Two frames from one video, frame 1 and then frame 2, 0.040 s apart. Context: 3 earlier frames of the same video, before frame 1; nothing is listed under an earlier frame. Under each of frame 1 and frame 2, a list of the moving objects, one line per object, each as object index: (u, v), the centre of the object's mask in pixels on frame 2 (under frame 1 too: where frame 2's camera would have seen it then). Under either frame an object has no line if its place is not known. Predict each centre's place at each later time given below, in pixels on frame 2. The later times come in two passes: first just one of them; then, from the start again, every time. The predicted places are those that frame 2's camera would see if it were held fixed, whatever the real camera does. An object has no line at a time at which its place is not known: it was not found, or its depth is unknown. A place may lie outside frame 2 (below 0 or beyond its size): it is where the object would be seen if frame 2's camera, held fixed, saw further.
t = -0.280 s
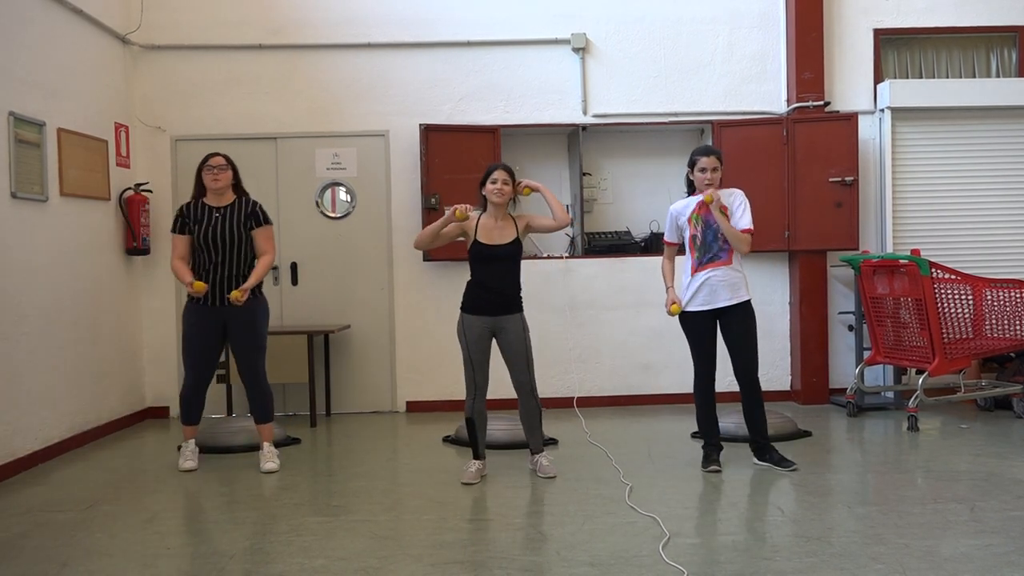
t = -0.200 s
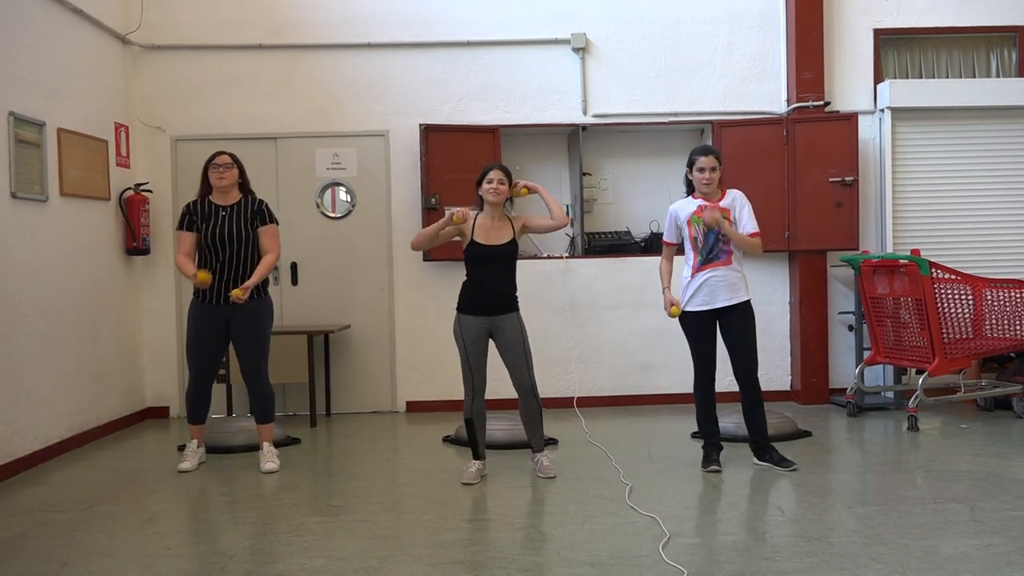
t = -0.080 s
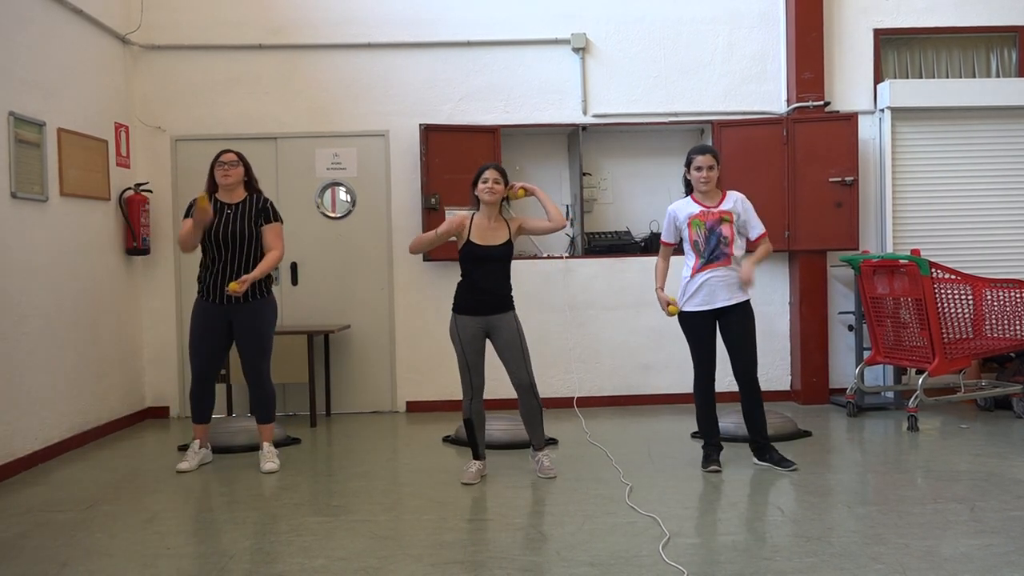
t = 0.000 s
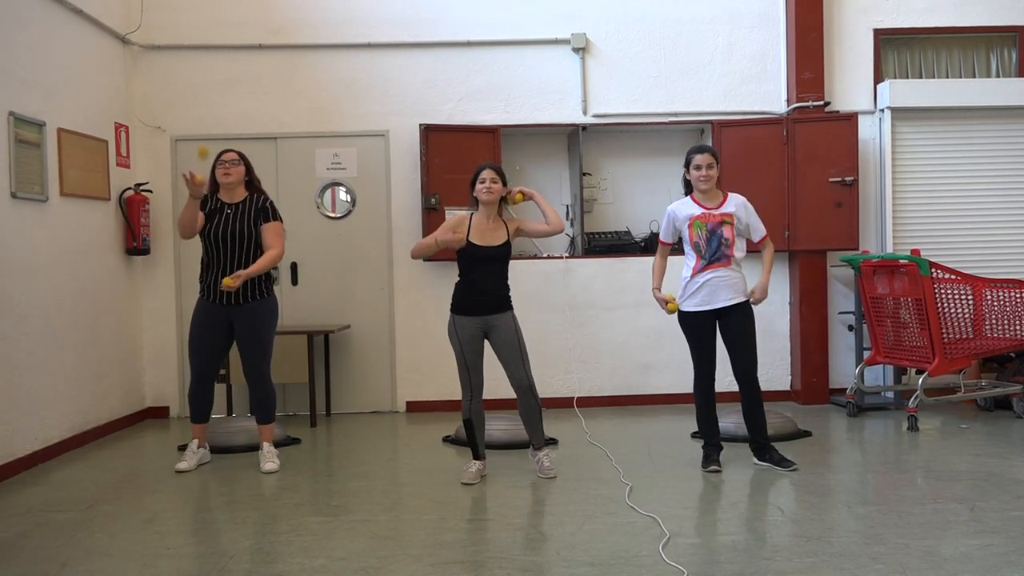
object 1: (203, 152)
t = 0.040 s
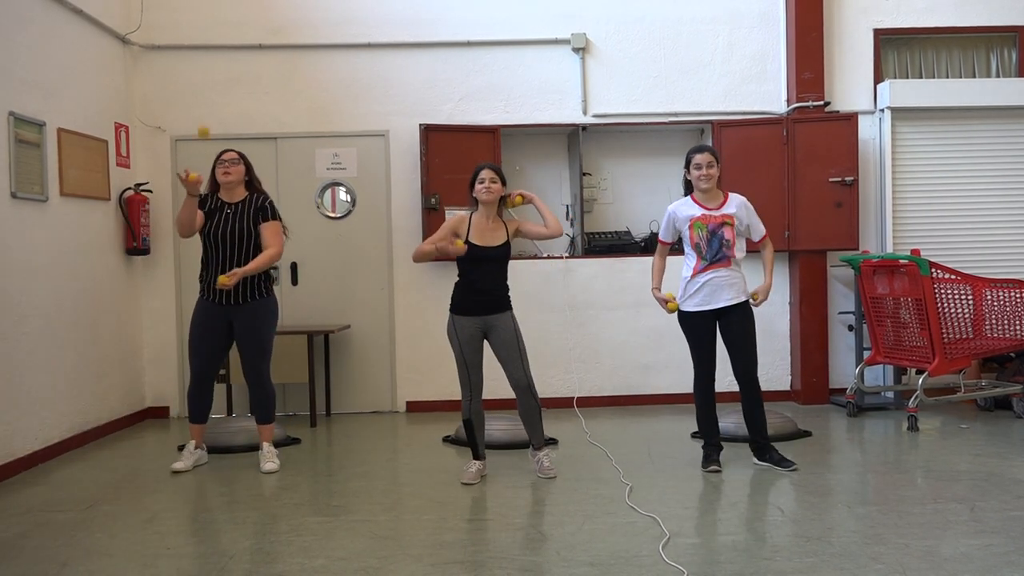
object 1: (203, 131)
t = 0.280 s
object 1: (207, 80)
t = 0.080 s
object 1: (204, 115)
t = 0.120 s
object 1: (203, 100)
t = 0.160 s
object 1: (204, 91)
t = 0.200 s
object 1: (205, 84)
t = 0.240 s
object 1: (206, 81)
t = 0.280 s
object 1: (207, 80)
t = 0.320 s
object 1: (208, 83)
